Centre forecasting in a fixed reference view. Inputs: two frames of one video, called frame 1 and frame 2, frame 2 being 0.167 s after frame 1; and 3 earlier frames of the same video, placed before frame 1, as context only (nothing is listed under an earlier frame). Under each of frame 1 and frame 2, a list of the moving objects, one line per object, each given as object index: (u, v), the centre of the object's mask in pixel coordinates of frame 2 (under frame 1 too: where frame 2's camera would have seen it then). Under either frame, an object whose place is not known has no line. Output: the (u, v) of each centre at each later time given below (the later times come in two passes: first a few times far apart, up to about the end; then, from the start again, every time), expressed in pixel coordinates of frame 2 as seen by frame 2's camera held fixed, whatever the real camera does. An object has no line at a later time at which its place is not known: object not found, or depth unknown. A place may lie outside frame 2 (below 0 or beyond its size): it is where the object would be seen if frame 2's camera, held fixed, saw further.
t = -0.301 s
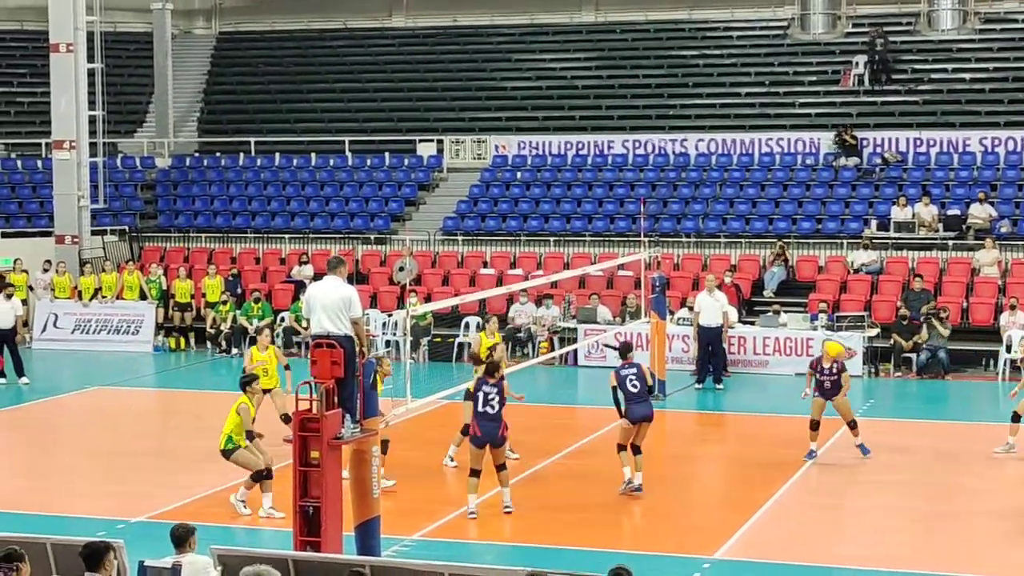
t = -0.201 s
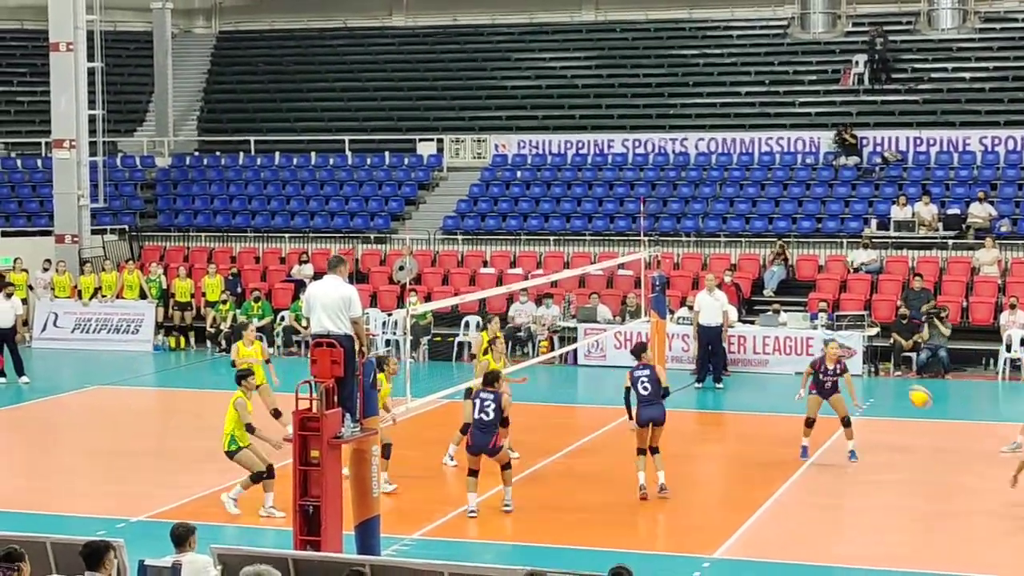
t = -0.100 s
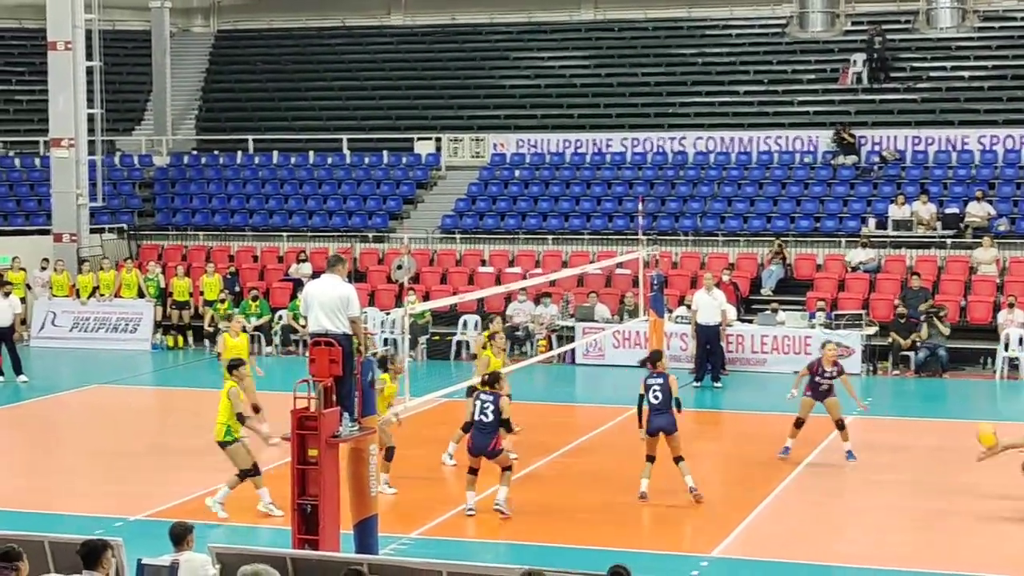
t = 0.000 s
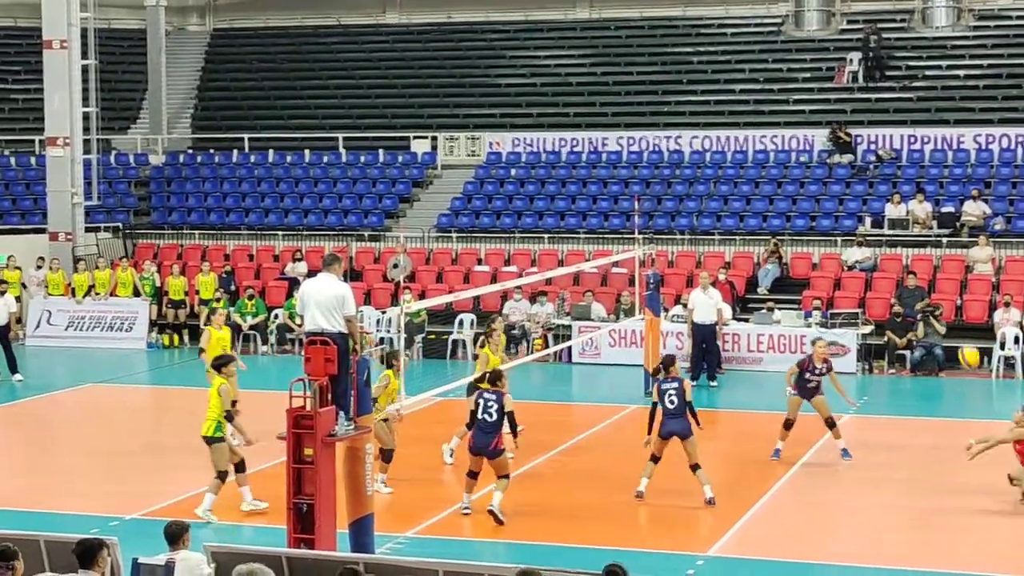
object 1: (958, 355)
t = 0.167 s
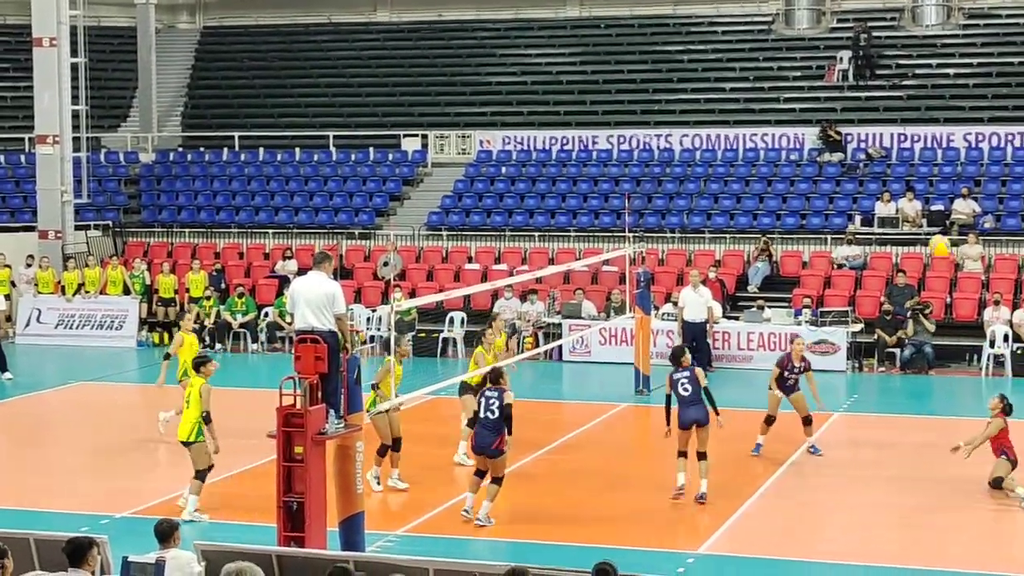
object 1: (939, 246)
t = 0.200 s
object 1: (936, 228)
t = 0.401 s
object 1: (918, 144)
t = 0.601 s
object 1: (900, 98)
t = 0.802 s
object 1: (884, 87)
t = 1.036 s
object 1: (865, 119)
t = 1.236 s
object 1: (848, 182)
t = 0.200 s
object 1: (936, 228)
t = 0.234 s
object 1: (934, 212)
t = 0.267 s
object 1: (930, 196)
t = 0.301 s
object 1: (926, 181)
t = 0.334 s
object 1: (924, 167)
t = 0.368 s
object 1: (921, 156)
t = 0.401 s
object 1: (918, 144)
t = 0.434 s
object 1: (914, 133)
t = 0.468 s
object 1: (911, 124)
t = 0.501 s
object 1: (909, 116)
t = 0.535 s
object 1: (906, 109)
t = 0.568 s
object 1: (903, 103)
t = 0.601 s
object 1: (900, 98)
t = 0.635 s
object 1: (898, 93)
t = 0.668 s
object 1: (895, 90)
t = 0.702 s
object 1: (892, 88)
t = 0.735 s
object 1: (889, 87)
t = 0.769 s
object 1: (887, 87)
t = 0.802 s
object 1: (884, 87)
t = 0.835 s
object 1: (881, 90)
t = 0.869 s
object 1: (878, 92)
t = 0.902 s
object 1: (876, 95)
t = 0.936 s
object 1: (874, 100)
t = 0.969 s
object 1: (871, 106)
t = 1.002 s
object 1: (867, 112)
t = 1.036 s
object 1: (865, 119)
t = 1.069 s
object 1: (862, 128)
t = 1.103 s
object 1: (858, 138)
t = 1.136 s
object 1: (856, 148)
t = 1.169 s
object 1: (854, 159)
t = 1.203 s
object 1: (851, 170)
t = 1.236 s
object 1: (848, 182)
